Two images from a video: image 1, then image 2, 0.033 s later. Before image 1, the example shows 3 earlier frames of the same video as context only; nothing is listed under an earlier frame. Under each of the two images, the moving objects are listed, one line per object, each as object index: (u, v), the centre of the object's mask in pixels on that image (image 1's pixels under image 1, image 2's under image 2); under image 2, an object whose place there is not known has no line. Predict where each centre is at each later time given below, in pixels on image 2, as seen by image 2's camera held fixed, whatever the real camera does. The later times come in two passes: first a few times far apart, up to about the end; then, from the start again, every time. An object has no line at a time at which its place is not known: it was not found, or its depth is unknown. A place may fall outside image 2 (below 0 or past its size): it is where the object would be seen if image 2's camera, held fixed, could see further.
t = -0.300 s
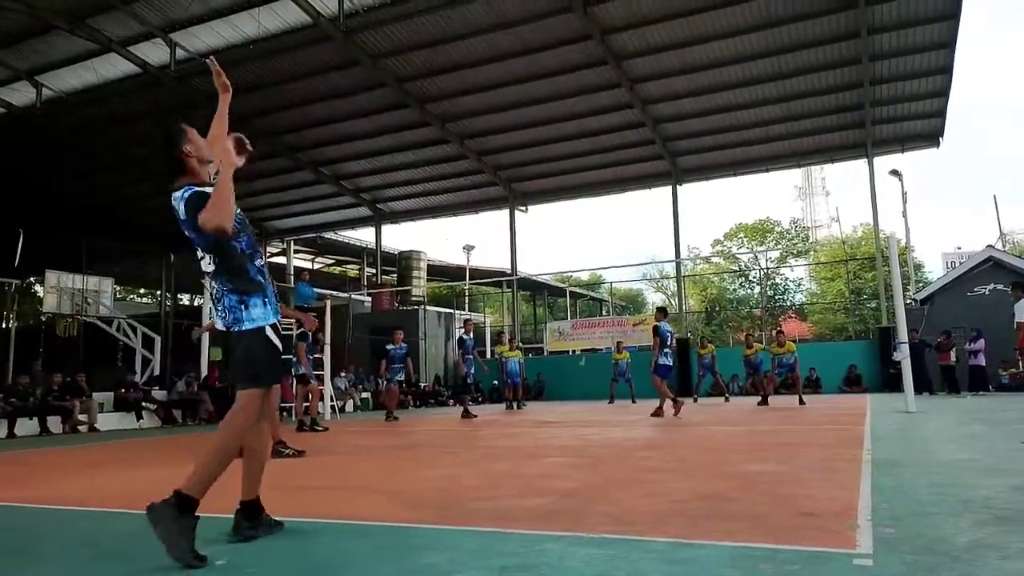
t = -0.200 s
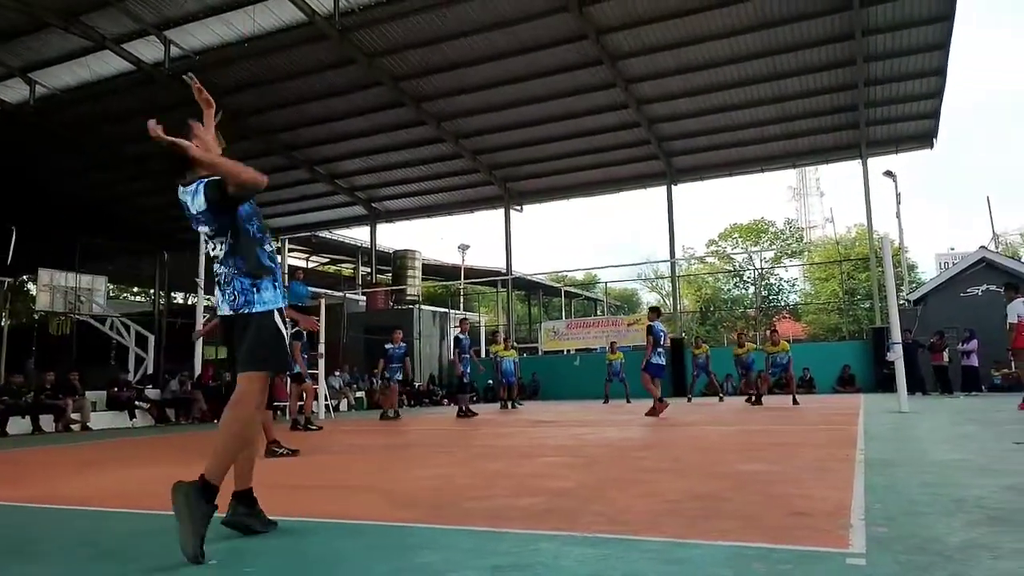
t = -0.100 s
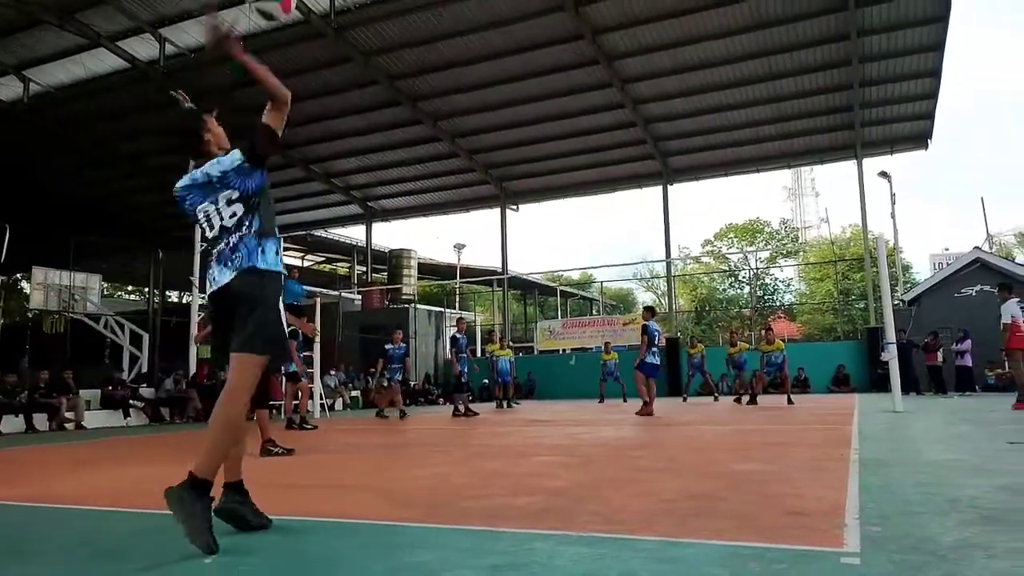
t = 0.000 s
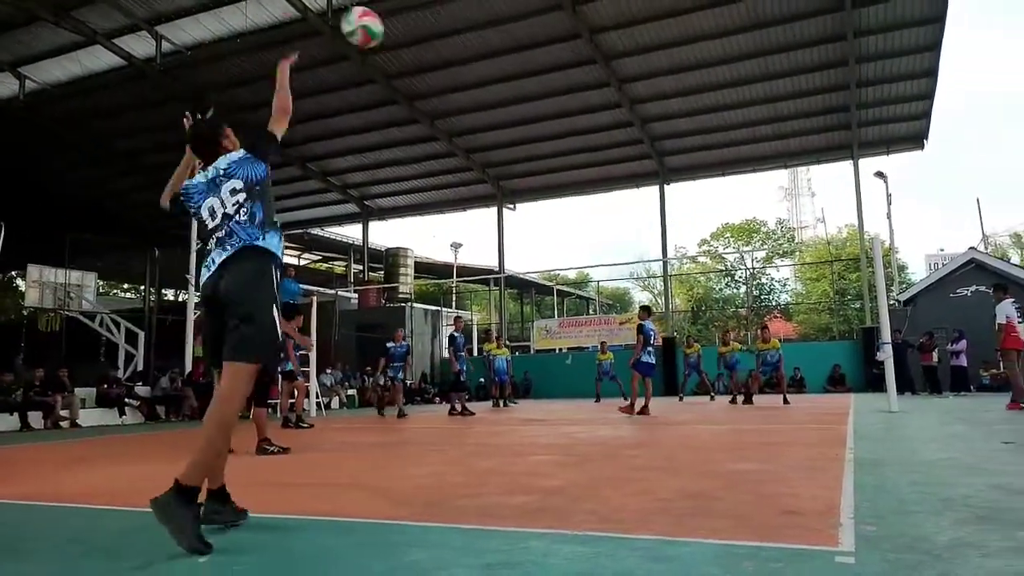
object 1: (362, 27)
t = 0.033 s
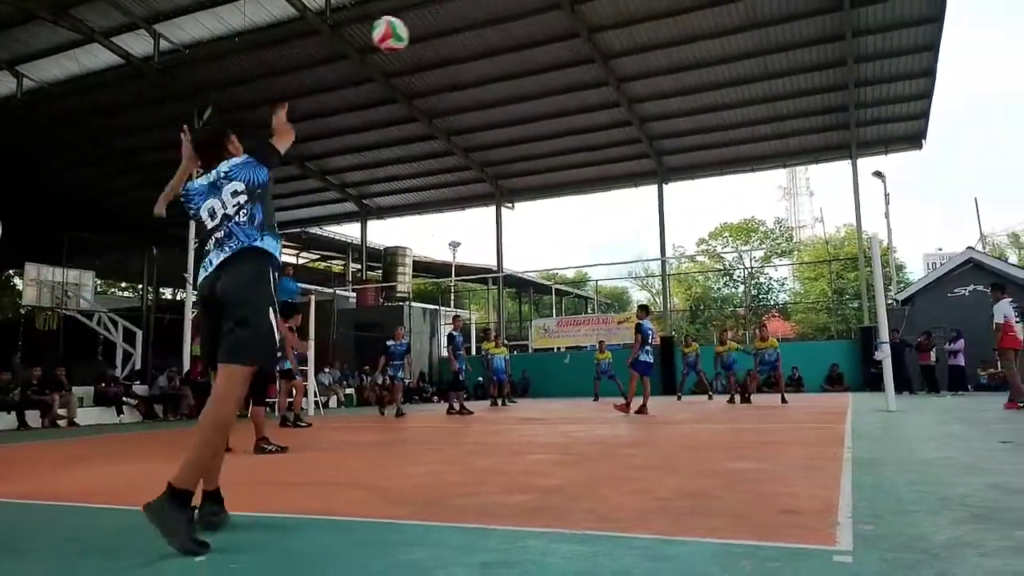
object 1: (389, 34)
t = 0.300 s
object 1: (506, 104)
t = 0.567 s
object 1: (554, 176)
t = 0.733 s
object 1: (571, 224)
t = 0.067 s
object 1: (414, 42)
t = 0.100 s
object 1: (434, 52)
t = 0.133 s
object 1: (451, 61)
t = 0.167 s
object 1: (466, 70)
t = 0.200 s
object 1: (477, 78)
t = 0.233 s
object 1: (489, 87)
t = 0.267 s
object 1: (498, 96)
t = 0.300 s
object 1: (506, 104)
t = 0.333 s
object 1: (513, 114)
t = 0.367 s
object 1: (521, 123)
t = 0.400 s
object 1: (528, 132)
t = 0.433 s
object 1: (533, 140)
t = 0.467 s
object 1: (539, 150)
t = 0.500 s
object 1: (544, 158)
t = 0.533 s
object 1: (549, 168)
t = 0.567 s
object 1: (554, 176)
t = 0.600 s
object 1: (558, 186)
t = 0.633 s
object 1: (561, 195)
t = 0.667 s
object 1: (565, 205)
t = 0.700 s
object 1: (568, 214)
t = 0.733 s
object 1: (571, 224)
